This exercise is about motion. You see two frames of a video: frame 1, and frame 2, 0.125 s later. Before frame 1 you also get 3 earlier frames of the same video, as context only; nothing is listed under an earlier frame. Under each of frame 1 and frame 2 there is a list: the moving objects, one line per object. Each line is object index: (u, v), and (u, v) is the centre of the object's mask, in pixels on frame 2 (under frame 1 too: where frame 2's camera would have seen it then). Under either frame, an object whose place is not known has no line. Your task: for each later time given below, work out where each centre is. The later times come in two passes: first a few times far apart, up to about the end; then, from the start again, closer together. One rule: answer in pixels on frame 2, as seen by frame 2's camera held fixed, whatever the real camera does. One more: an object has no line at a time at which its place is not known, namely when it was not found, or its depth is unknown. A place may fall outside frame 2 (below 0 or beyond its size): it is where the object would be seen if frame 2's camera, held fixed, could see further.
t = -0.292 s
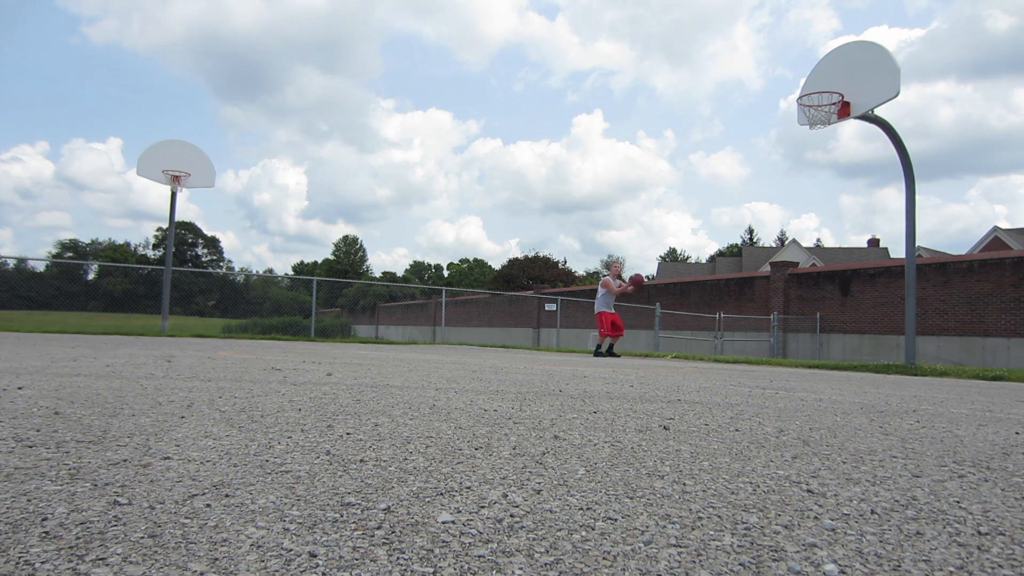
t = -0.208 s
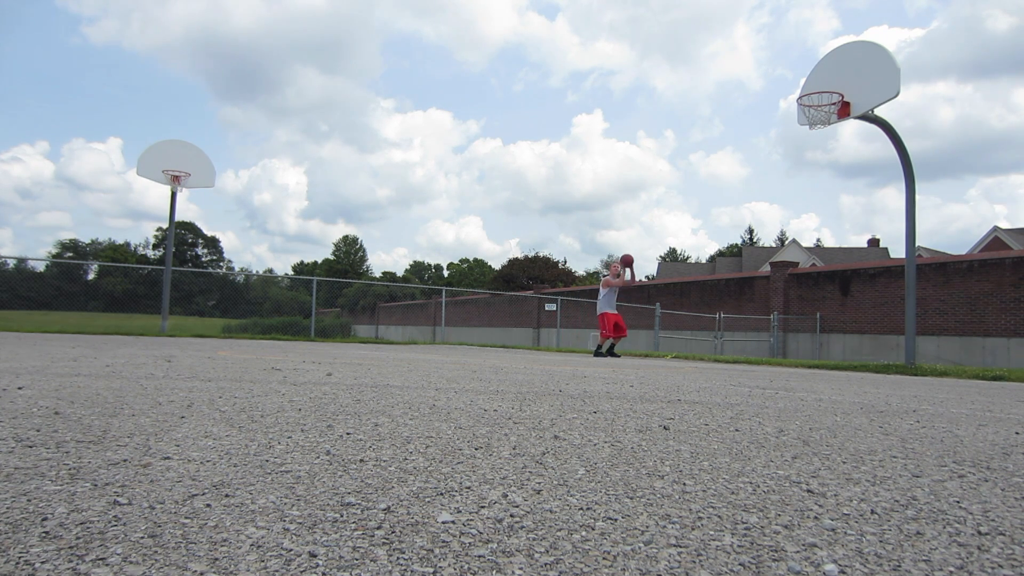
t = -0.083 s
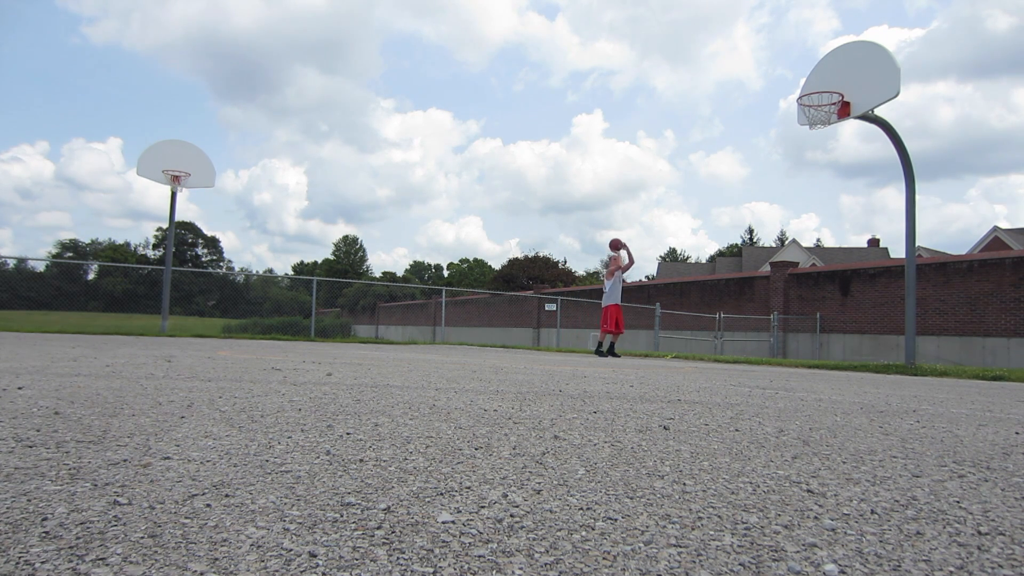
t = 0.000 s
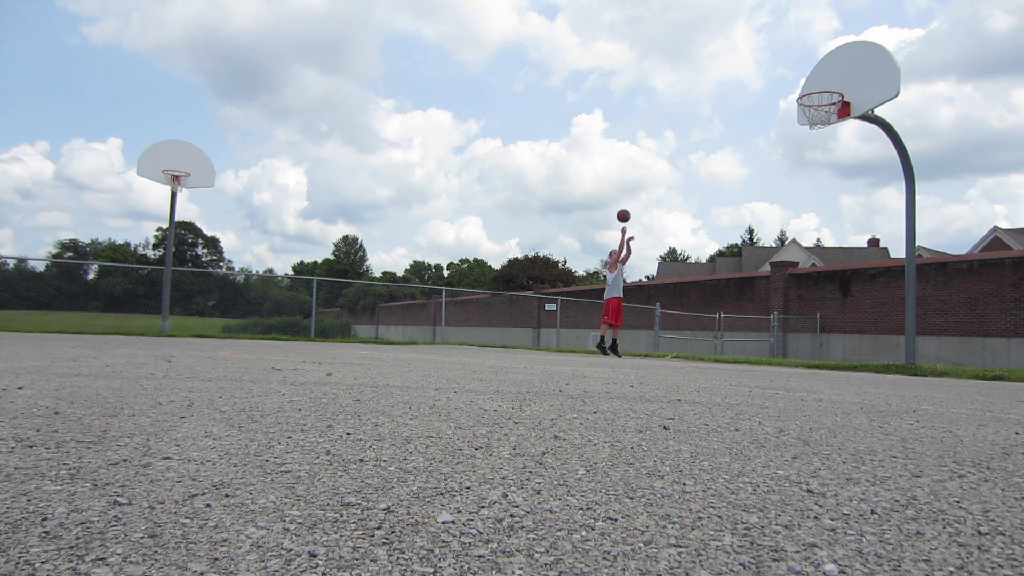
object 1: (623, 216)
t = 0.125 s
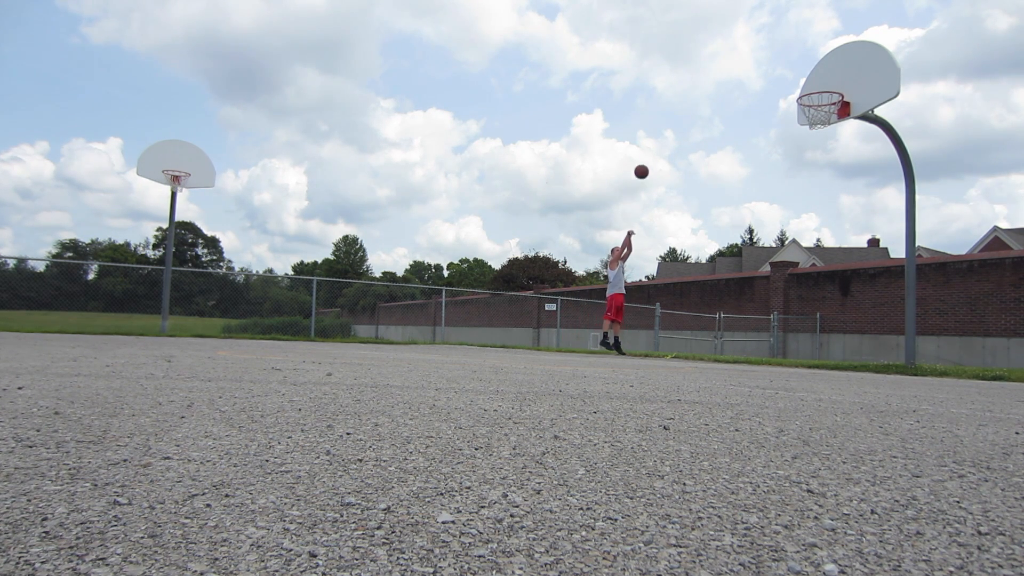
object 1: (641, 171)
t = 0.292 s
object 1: (667, 122)
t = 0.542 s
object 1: (710, 74)
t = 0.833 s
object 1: (771, 64)
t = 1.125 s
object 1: (834, 106)
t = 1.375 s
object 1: (813, 128)
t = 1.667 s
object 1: (805, 199)
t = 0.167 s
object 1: (648, 158)
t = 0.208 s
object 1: (654, 145)
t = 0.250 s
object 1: (660, 133)
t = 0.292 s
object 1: (667, 122)
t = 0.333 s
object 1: (673, 112)
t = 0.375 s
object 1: (680, 103)
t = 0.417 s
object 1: (687, 94)
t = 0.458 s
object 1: (695, 86)
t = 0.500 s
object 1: (702, 80)
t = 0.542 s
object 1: (710, 74)
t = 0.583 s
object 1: (718, 69)
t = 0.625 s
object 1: (726, 65)
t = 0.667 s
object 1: (735, 62)
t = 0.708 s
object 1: (743, 61)
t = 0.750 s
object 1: (752, 60)
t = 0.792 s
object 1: (762, 61)
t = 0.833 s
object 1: (771, 64)
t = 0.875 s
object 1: (781, 68)
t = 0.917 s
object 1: (791, 73)
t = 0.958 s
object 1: (802, 80)
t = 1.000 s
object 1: (813, 89)
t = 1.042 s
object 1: (826, 100)
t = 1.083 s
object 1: (835, 108)
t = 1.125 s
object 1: (834, 106)
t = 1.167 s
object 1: (831, 107)
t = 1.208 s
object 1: (826, 109)
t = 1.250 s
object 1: (822, 113)
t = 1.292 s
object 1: (818, 117)
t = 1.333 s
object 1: (815, 123)
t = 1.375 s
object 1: (813, 128)
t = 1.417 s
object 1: (812, 135)
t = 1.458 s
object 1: (811, 142)
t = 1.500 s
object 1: (810, 151)
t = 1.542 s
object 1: (809, 161)
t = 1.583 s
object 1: (807, 172)
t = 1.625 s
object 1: (806, 185)
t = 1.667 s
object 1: (805, 199)
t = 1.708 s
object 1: (804, 215)
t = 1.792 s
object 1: (802, 250)
